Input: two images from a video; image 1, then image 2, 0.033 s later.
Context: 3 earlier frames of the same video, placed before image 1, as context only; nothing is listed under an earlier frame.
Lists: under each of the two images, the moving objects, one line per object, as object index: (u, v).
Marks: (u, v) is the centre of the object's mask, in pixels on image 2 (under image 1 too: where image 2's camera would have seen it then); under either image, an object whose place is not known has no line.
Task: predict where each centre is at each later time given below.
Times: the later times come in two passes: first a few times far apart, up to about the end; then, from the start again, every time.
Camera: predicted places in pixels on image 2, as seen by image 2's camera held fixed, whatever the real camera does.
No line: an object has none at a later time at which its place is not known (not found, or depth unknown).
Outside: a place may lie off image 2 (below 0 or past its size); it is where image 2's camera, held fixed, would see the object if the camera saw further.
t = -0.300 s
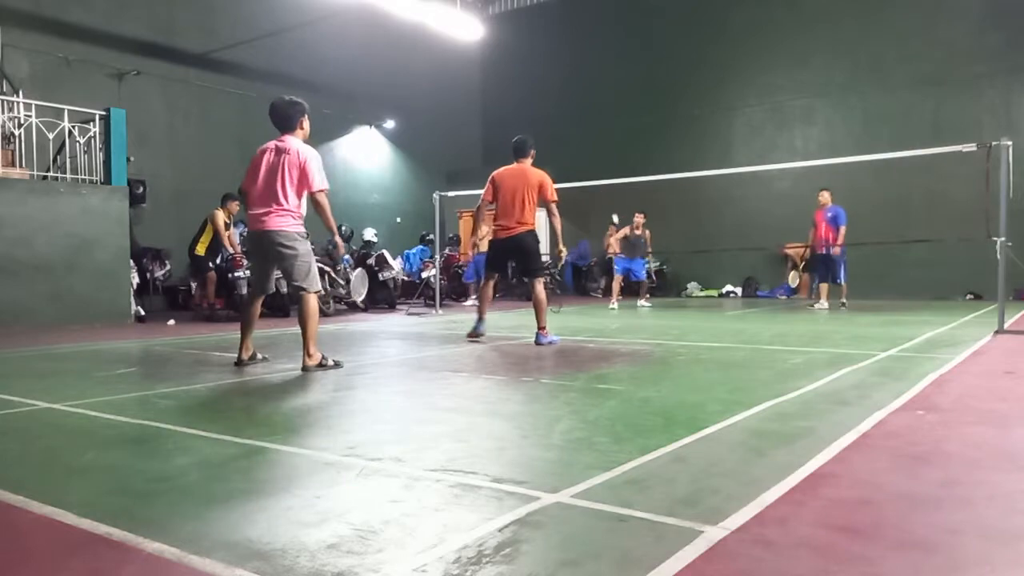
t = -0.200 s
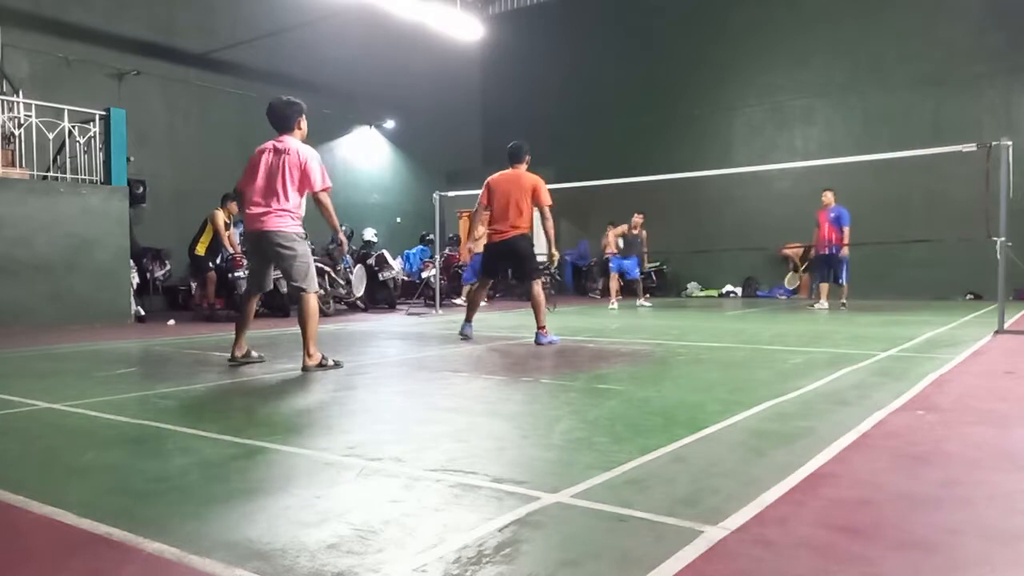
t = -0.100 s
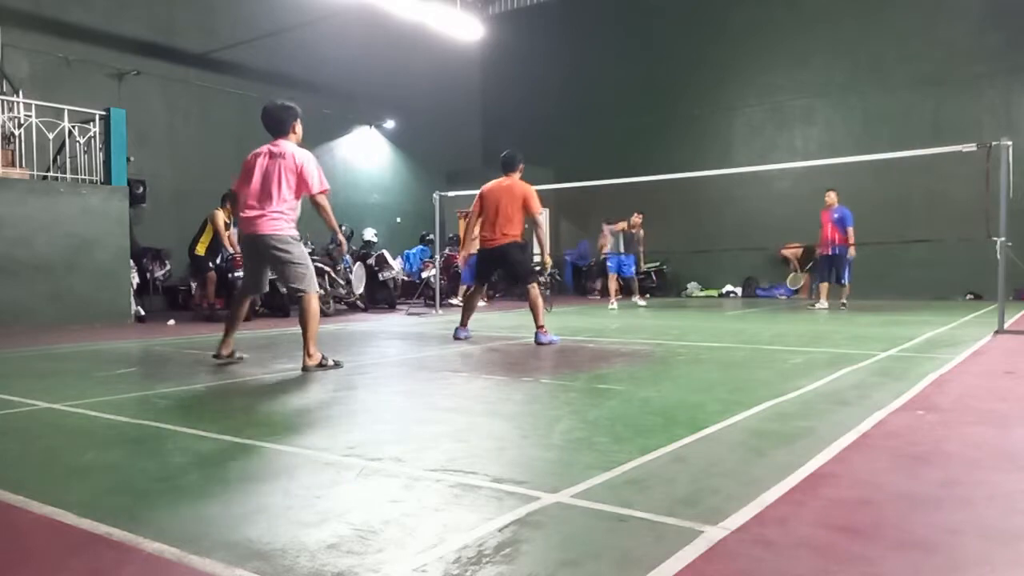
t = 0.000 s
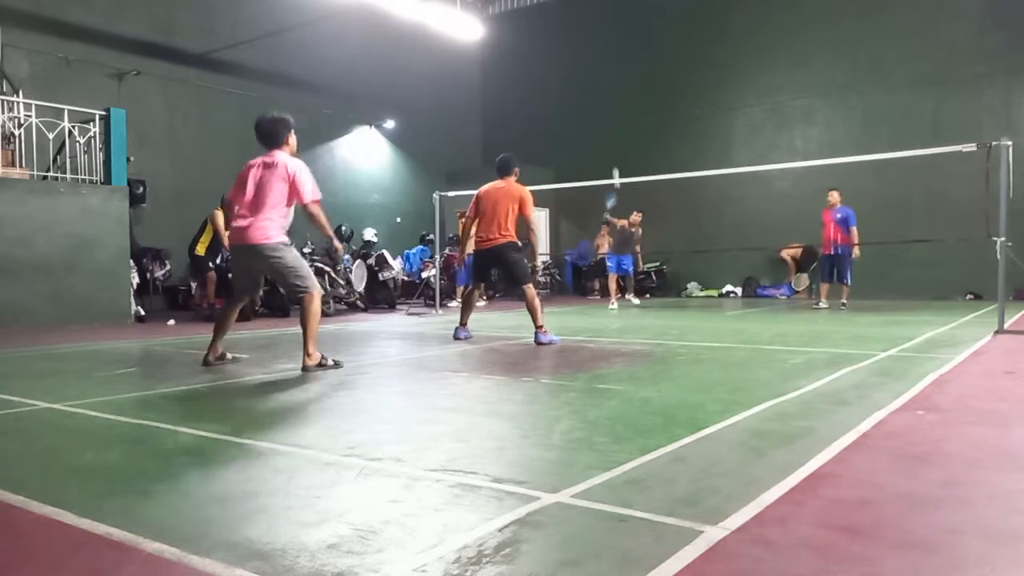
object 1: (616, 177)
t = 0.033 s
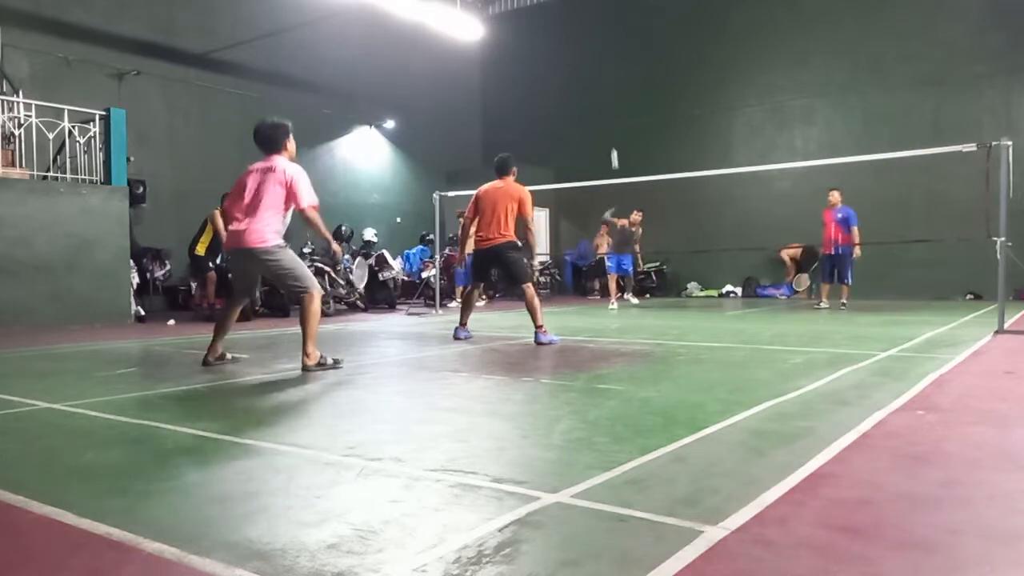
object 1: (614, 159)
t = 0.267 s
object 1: (601, 61)
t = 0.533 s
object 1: (587, 22)
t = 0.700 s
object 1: (577, 48)
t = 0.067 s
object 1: (612, 141)
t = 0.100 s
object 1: (611, 125)
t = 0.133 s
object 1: (609, 110)
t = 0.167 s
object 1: (606, 96)
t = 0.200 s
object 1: (605, 83)
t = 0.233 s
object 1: (603, 72)
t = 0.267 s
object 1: (601, 61)
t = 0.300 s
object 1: (599, 52)
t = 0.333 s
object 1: (597, 43)
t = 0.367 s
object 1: (596, 37)
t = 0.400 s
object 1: (594, 31)
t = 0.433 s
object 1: (592, 26)
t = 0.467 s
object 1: (590, 24)
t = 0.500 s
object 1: (588, 22)
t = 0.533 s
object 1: (587, 22)
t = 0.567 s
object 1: (585, 24)
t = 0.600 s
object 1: (583, 27)
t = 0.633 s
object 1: (581, 32)
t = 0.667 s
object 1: (579, 39)
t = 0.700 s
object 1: (577, 48)
